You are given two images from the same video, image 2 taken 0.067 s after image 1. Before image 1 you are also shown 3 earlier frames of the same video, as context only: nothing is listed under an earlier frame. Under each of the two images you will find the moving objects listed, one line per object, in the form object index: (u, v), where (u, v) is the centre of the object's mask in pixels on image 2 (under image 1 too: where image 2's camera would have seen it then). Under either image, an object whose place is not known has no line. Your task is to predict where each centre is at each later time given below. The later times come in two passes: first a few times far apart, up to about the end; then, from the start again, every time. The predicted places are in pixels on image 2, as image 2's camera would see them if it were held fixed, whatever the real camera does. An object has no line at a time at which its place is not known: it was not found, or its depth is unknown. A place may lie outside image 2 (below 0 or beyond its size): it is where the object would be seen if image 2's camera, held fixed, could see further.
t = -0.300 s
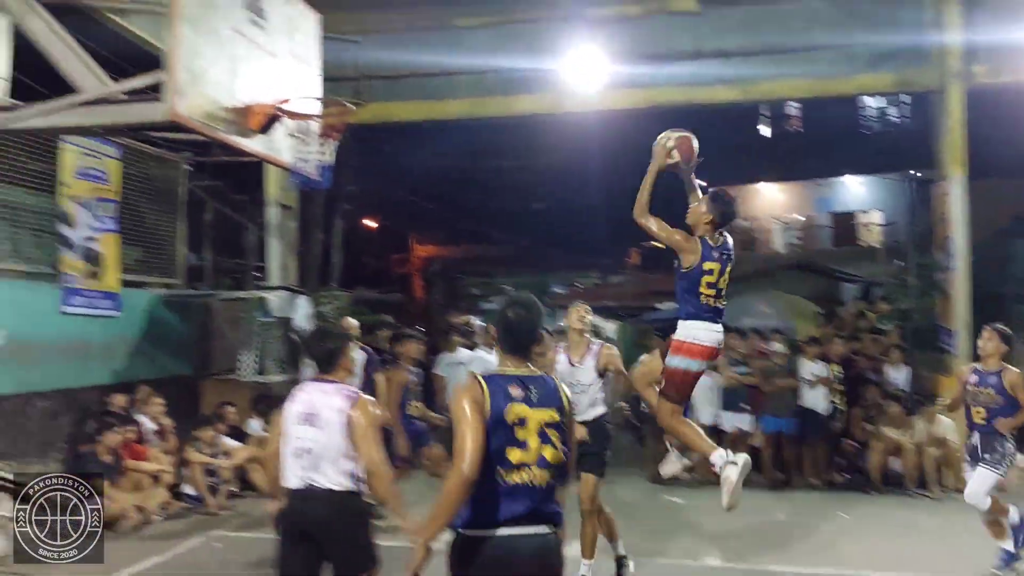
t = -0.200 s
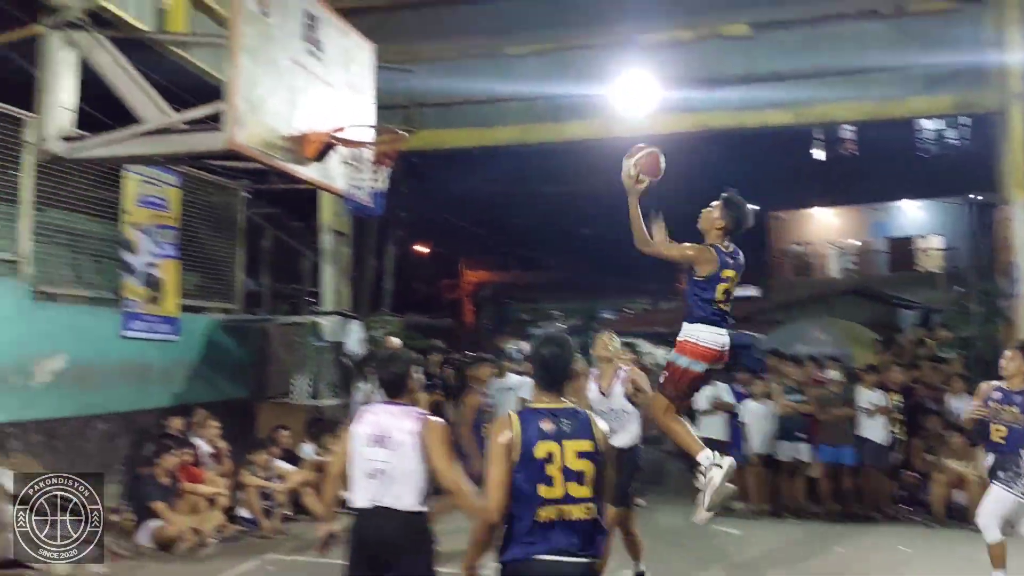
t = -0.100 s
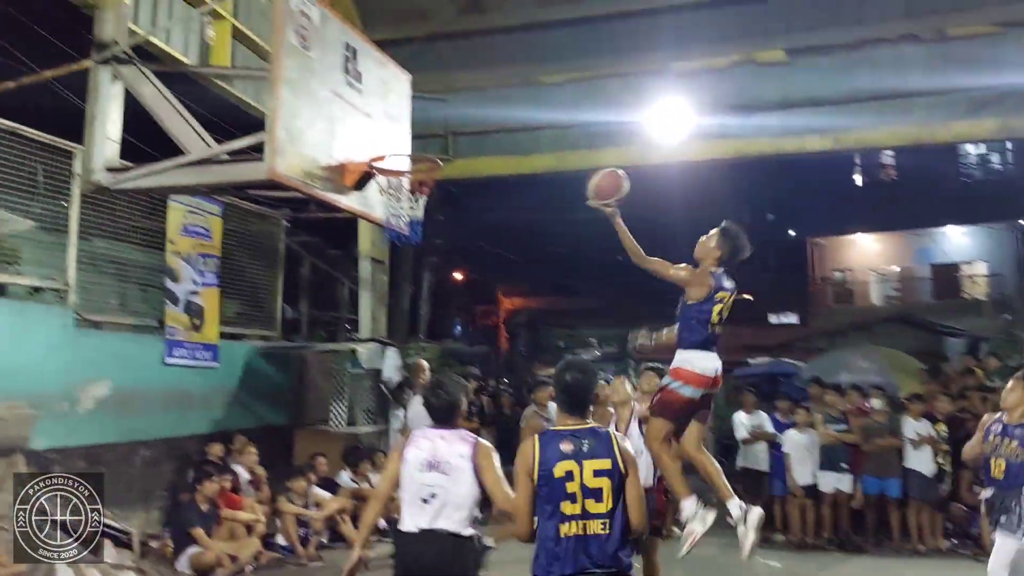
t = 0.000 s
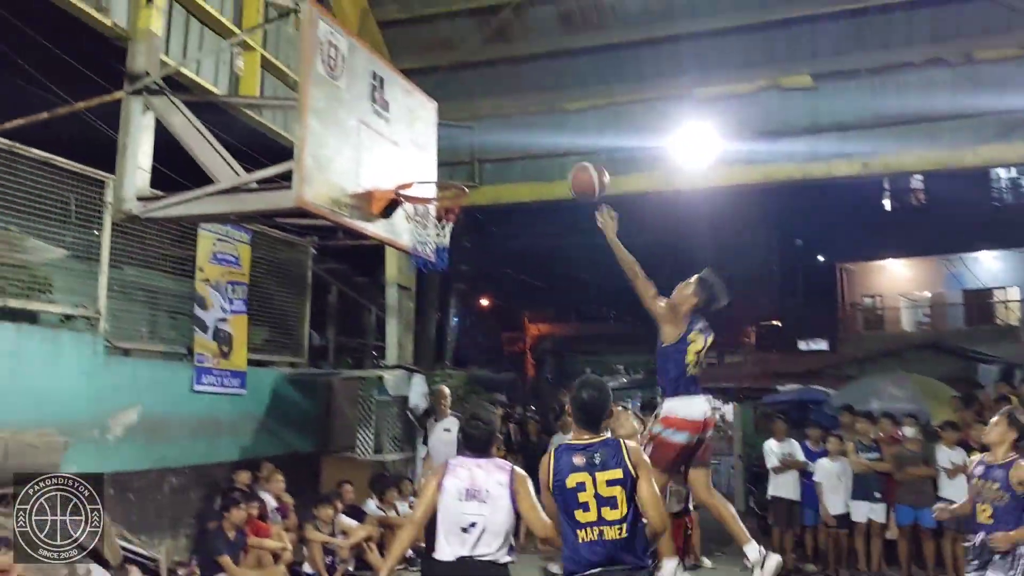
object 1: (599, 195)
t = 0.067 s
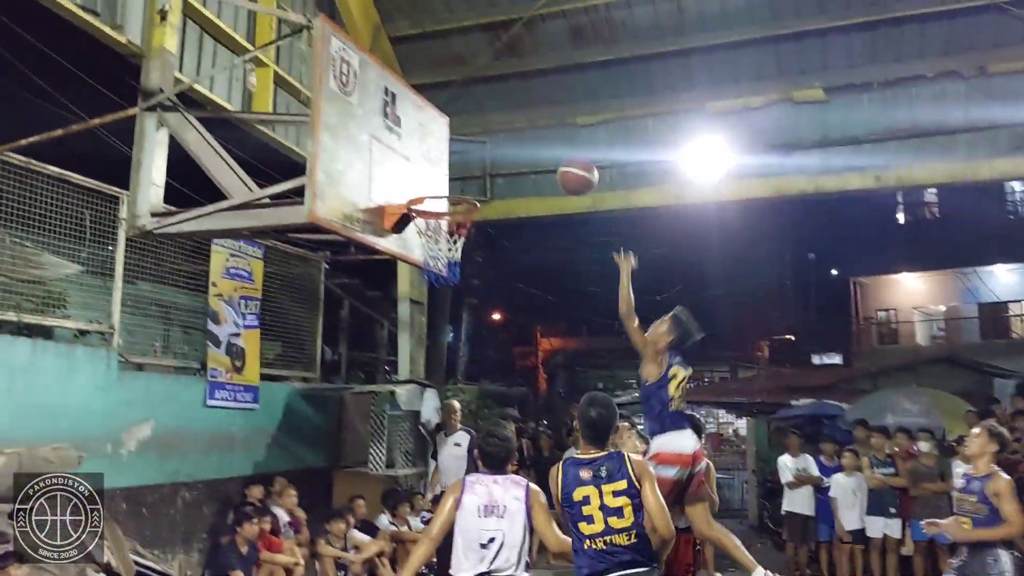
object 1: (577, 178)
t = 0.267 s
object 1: (515, 160)
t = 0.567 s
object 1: (426, 190)
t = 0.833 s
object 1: (452, 190)
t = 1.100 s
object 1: (436, 193)
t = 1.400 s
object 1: (460, 243)
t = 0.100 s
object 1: (568, 173)
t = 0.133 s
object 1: (558, 166)
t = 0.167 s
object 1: (547, 161)
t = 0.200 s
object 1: (537, 158)
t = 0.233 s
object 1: (526, 158)
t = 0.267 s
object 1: (515, 160)
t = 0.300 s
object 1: (505, 163)
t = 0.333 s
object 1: (496, 167)
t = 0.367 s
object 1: (486, 173)
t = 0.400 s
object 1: (477, 181)
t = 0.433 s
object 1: (468, 187)
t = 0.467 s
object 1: (459, 193)
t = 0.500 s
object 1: (448, 194)
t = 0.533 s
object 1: (437, 192)
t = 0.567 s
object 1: (426, 190)
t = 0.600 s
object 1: (415, 190)
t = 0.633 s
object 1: (415, 187)
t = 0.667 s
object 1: (421, 182)
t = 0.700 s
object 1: (427, 181)
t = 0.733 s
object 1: (435, 182)
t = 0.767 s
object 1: (441, 182)
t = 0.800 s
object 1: (448, 185)
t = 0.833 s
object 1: (452, 190)
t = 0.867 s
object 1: (450, 189)
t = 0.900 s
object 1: (448, 190)
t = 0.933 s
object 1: (446, 192)
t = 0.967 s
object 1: (443, 196)
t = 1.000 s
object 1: (441, 201)
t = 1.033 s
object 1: (439, 198)
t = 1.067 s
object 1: (438, 194)
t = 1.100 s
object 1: (436, 193)
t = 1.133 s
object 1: (435, 194)
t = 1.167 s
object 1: (433, 198)
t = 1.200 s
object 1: (436, 201)
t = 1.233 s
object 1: (441, 205)
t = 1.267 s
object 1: (445, 211)
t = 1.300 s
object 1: (449, 221)
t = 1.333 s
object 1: (455, 224)
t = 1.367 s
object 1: (456, 234)
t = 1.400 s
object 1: (460, 243)
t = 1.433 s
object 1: (468, 254)
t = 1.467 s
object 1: (464, 259)
